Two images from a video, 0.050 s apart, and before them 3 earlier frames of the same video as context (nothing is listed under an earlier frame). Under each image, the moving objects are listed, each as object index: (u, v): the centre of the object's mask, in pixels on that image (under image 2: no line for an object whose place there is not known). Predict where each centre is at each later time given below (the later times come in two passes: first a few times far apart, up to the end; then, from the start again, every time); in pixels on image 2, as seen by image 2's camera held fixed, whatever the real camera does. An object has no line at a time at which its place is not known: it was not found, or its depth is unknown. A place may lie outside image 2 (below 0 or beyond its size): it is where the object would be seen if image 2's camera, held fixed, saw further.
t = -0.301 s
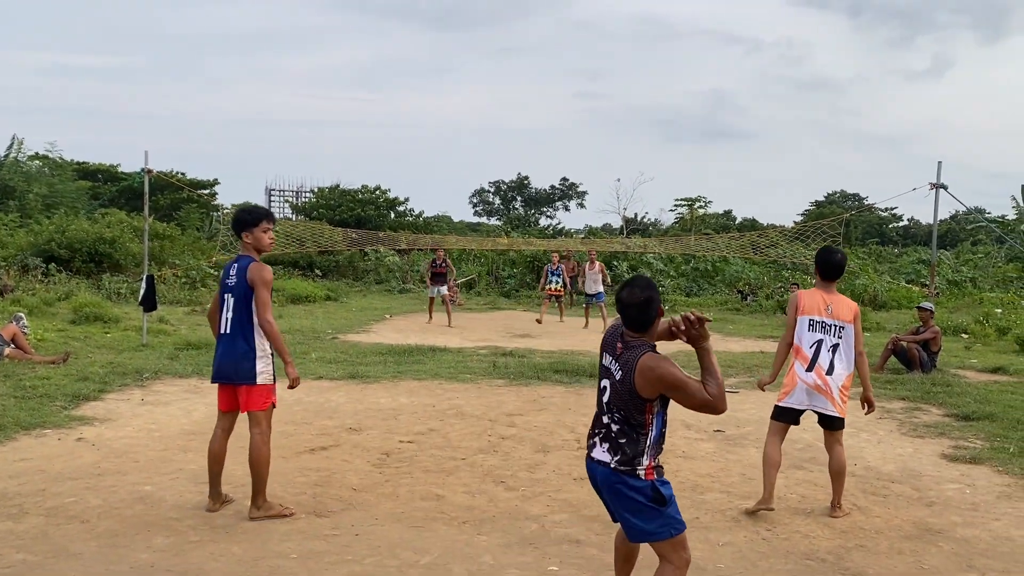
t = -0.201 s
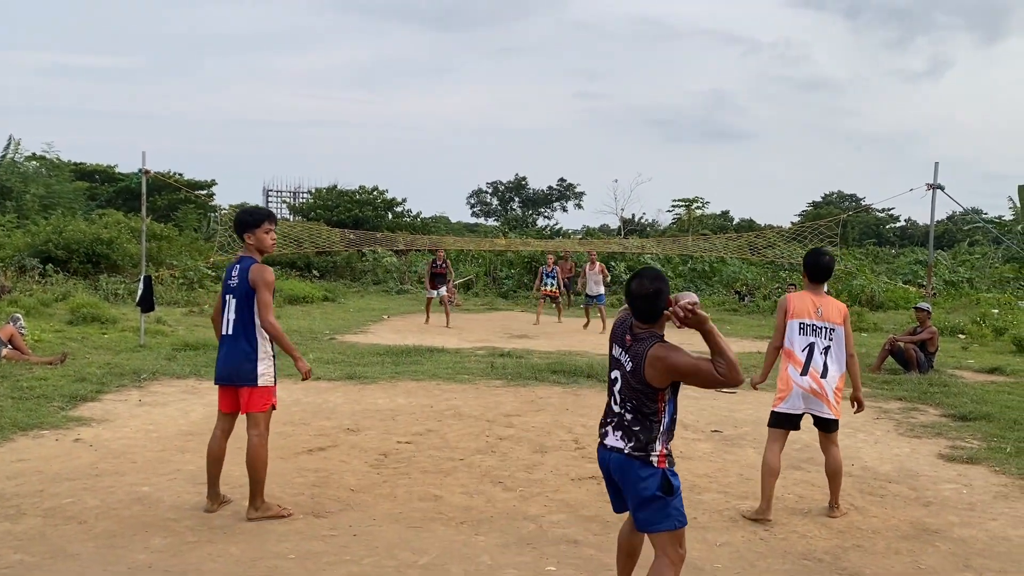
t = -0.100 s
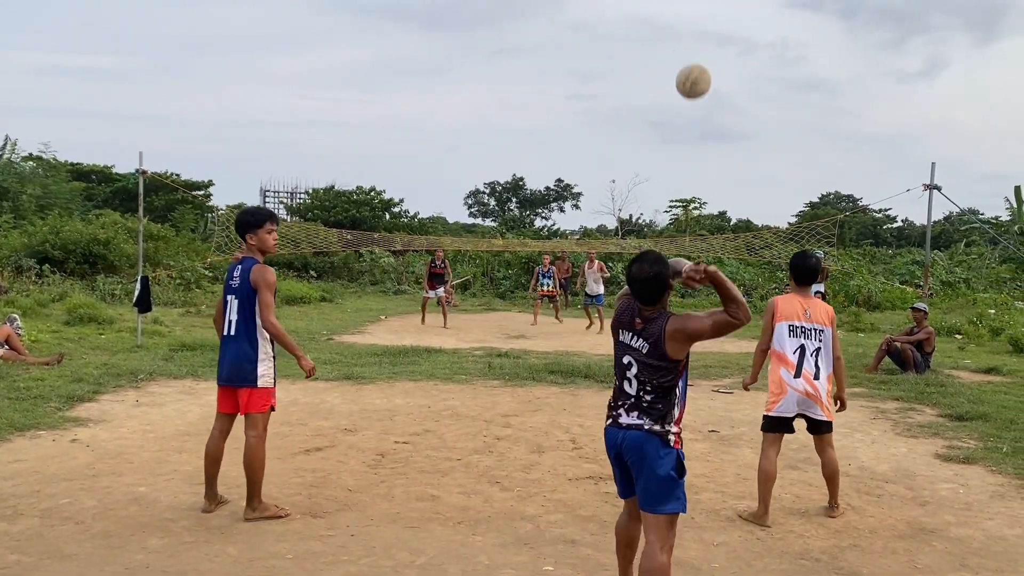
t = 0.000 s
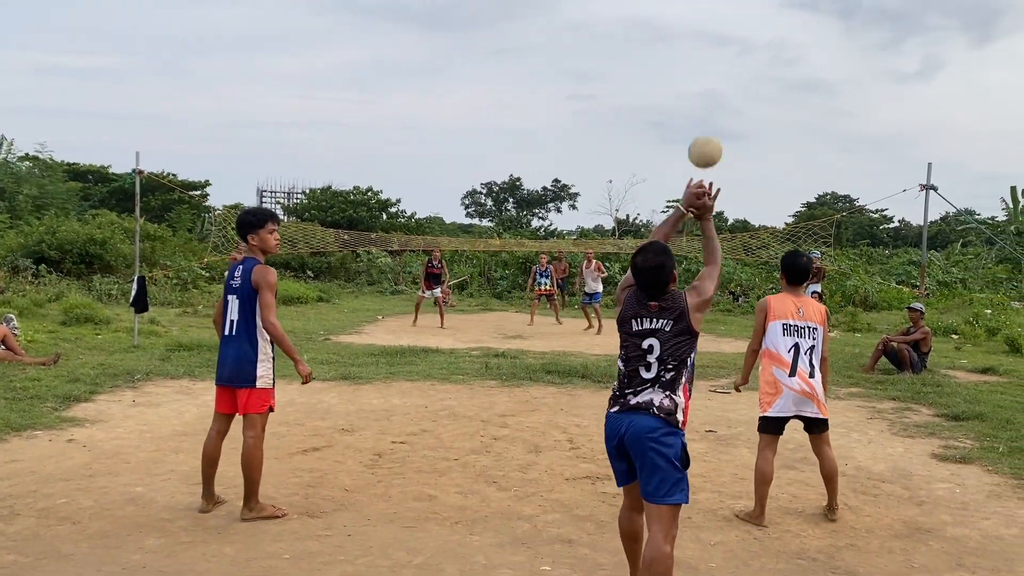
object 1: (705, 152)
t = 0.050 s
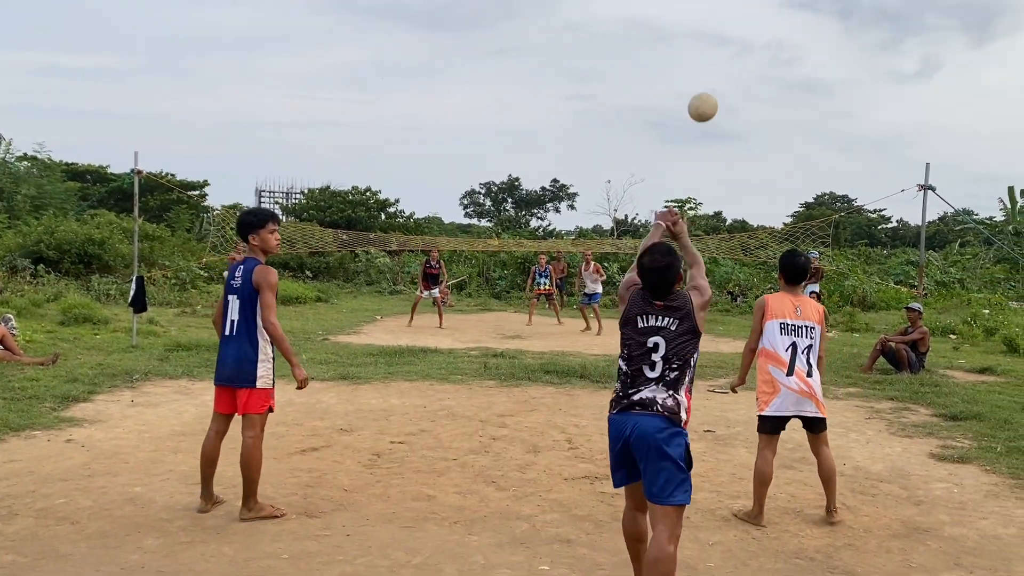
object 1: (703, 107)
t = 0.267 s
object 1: (700, 34)
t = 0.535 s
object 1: (701, 49)
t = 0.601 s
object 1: (700, 60)
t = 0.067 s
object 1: (702, 96)
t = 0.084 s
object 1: (702, 86)
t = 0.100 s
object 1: (702, 77)
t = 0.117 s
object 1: (701, 69)
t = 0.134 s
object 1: (701, 62)
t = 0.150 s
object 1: (701, 56)
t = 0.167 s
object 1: (701, 51)
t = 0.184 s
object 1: (701, 47)
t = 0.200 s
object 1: (701, 43)
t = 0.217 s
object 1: (701, 40)
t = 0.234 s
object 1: (701, 37)
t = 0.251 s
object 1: (701, 35)
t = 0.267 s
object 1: (700, 34)
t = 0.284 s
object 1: (700, 32)
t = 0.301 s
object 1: (701, 32)
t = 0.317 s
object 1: (701, 31)
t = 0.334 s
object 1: (701, 31)
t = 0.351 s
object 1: (701, 31)
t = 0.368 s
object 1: (701, 31)
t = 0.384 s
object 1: (701, 32)
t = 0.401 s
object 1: (701, 33)
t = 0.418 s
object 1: (701, 35)
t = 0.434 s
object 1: (701, 36)
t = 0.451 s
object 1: (701, 38)
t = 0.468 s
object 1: (701, 40)
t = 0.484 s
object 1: (701, 42)
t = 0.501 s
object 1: (701, 44)
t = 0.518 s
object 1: (701, 46)
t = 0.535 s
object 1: (701, 49)
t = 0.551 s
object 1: (701, 51)
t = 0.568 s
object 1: (701, 54)
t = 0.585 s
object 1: (701, 57)
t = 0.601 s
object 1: (700, 60)
